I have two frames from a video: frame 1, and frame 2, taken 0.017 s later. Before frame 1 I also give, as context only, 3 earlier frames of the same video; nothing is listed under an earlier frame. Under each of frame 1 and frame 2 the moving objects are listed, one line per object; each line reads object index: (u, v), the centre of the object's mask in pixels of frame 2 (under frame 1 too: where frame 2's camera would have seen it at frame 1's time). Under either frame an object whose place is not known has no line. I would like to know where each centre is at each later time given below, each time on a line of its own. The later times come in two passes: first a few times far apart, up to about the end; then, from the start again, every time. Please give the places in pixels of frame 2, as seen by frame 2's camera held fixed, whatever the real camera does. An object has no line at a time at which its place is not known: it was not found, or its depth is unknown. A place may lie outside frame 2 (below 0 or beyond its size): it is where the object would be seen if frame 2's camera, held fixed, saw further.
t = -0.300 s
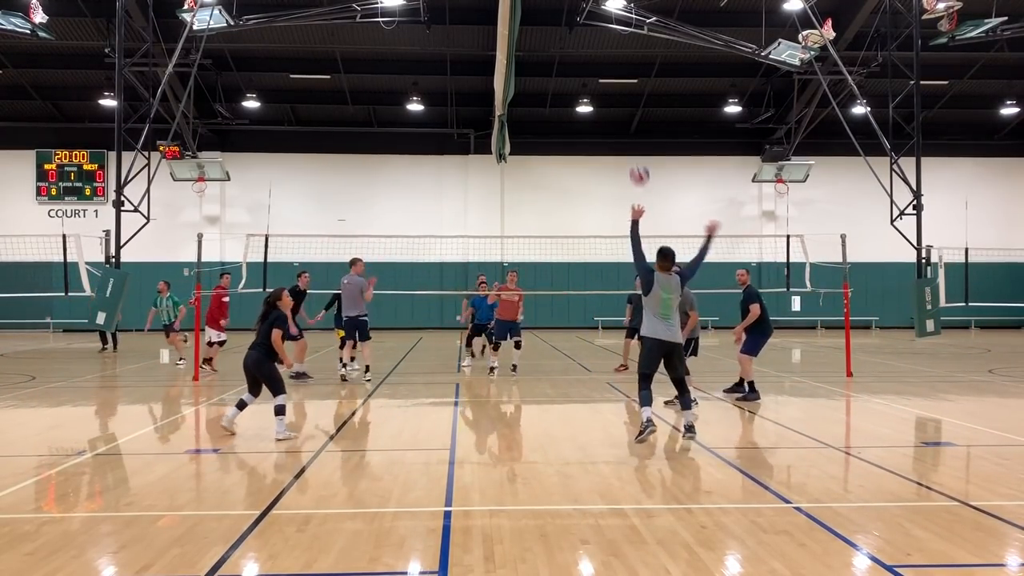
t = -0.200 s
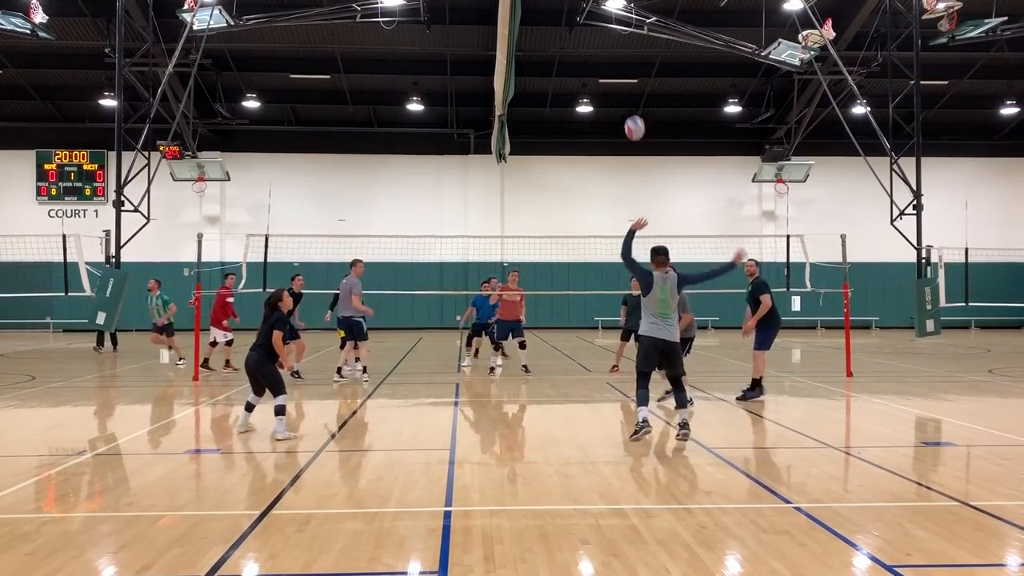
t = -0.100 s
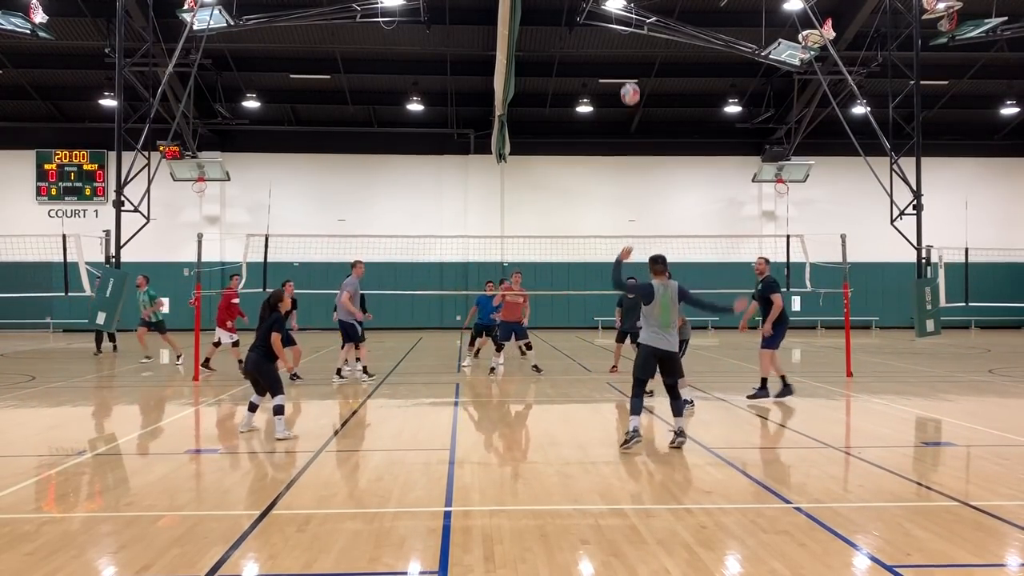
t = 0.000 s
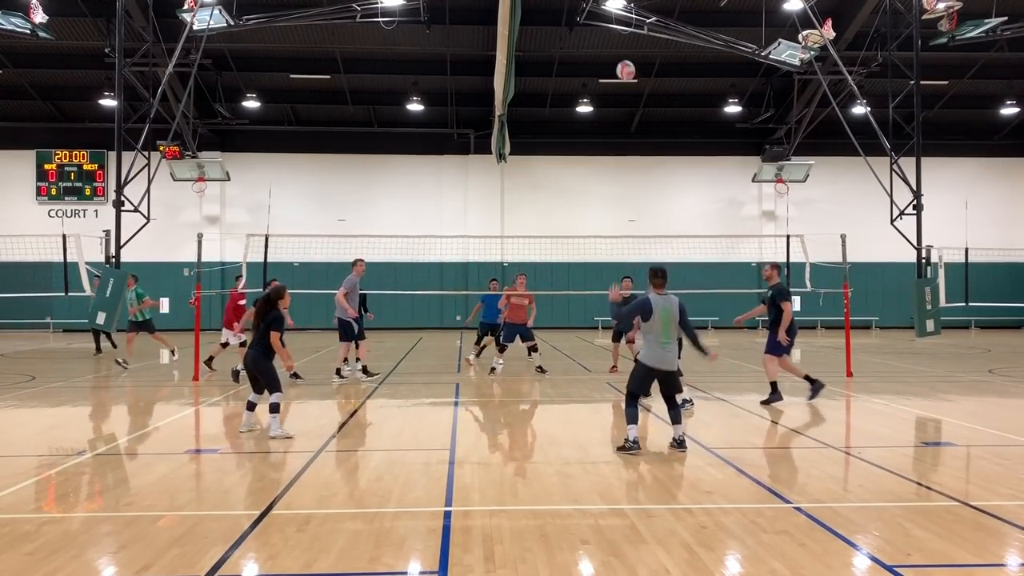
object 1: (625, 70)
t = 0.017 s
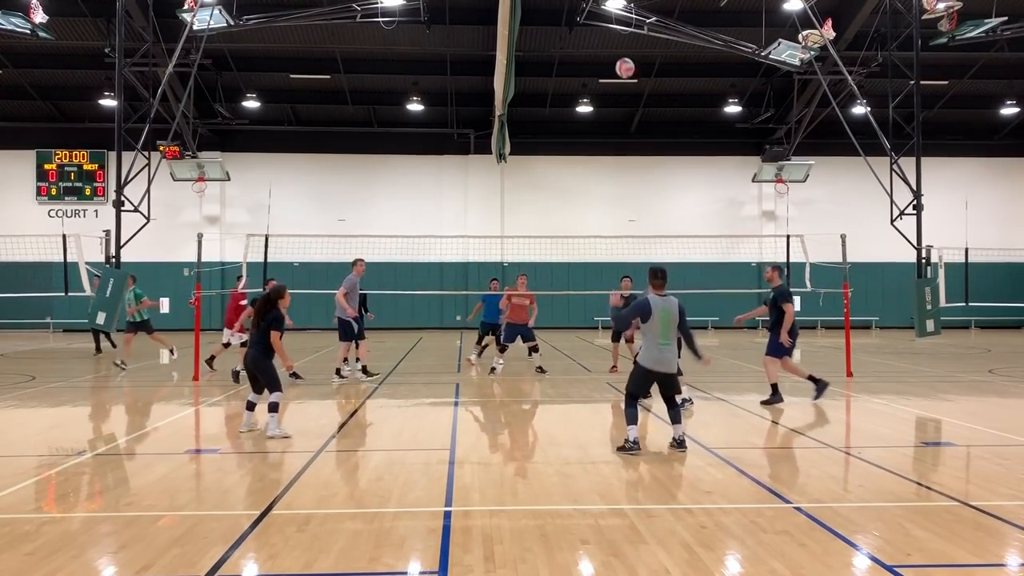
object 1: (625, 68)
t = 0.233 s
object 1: (616, 55)
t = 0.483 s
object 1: (607, 85)
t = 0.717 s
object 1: (601, 147)
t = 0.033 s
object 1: (624, 65)
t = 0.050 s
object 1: (623, 63)
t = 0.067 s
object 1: (622, 61)
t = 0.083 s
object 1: (622, 59)
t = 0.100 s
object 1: (621, 58)
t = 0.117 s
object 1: (620, 56)
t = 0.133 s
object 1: (620, 55)
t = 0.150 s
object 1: (619, 55)
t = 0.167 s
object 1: (619, 54)
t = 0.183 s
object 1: (618, 54)
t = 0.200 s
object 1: (617, 54)
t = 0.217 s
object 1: (617, 54)
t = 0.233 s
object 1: (616, 55)
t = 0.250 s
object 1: (615, 56)
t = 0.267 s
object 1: (615, 56)
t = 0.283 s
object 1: (614, 58)
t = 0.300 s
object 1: (613, 59)
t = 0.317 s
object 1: (613, 61)
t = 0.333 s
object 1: (613, 62)
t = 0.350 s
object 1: (612, 64)
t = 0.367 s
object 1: (611, 66)
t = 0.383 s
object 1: (611, 68)
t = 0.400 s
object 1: (610, 70)
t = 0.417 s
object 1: (610, 73)
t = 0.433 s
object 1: (609, 76)
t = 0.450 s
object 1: (609, 79)
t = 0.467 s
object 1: (608, 82)
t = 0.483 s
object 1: (607, 85)
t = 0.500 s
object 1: (607, 89)
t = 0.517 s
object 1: (607, 92)
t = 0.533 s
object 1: (606, 96)
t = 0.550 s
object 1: (606, 100)
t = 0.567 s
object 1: (605, 104)
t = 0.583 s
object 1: (605, 109)
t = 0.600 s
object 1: (604, 113)
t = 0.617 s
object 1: (604, 117)
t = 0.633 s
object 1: (603, 122)
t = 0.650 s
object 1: (603, 127)
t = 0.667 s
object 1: (603, 132)
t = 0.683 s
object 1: (603, 137)
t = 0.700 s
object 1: (602, 142)
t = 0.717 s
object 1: (601, 147)
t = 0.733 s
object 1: (601, 152)
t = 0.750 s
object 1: (601, 158)
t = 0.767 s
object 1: (601, 166)
